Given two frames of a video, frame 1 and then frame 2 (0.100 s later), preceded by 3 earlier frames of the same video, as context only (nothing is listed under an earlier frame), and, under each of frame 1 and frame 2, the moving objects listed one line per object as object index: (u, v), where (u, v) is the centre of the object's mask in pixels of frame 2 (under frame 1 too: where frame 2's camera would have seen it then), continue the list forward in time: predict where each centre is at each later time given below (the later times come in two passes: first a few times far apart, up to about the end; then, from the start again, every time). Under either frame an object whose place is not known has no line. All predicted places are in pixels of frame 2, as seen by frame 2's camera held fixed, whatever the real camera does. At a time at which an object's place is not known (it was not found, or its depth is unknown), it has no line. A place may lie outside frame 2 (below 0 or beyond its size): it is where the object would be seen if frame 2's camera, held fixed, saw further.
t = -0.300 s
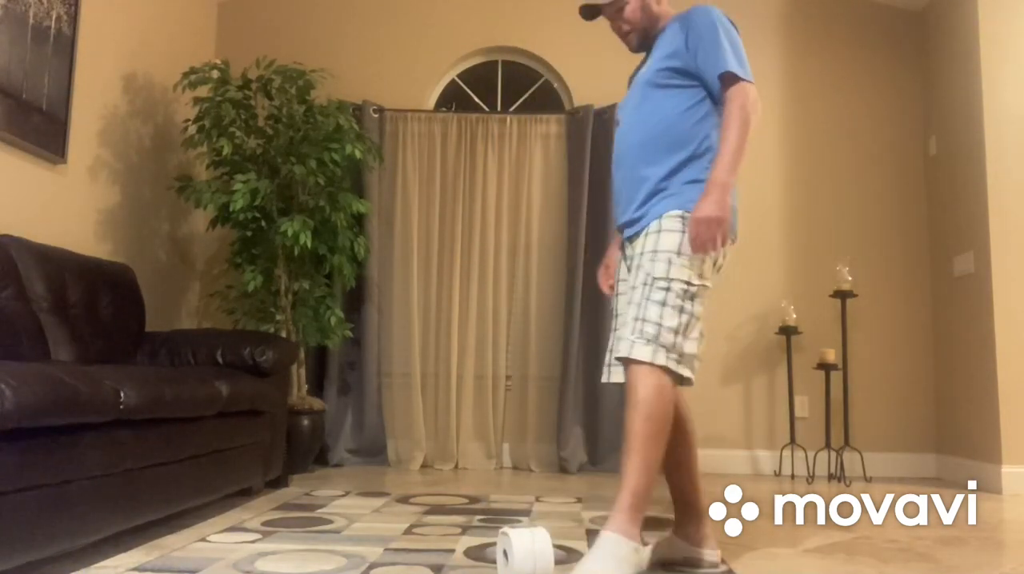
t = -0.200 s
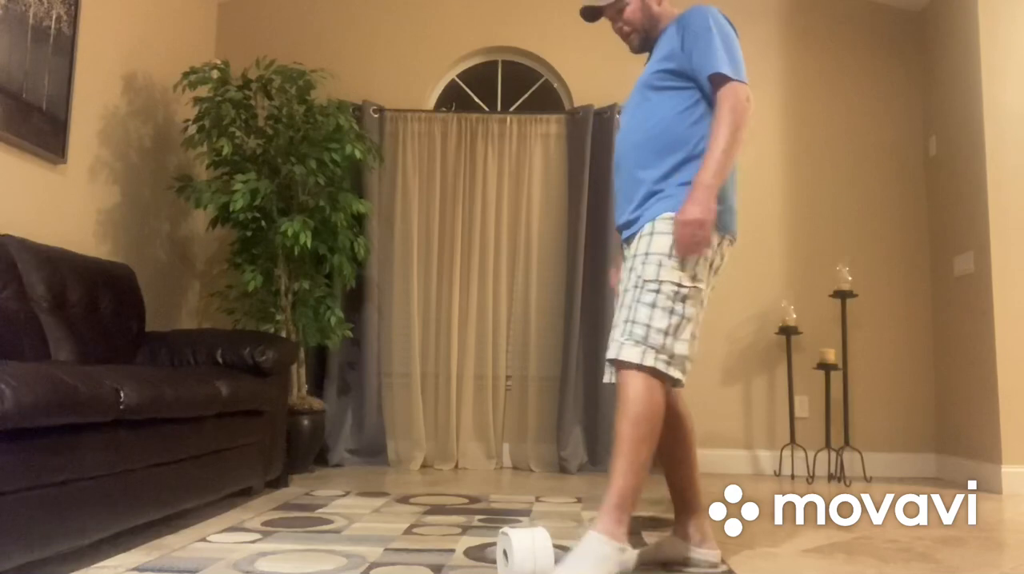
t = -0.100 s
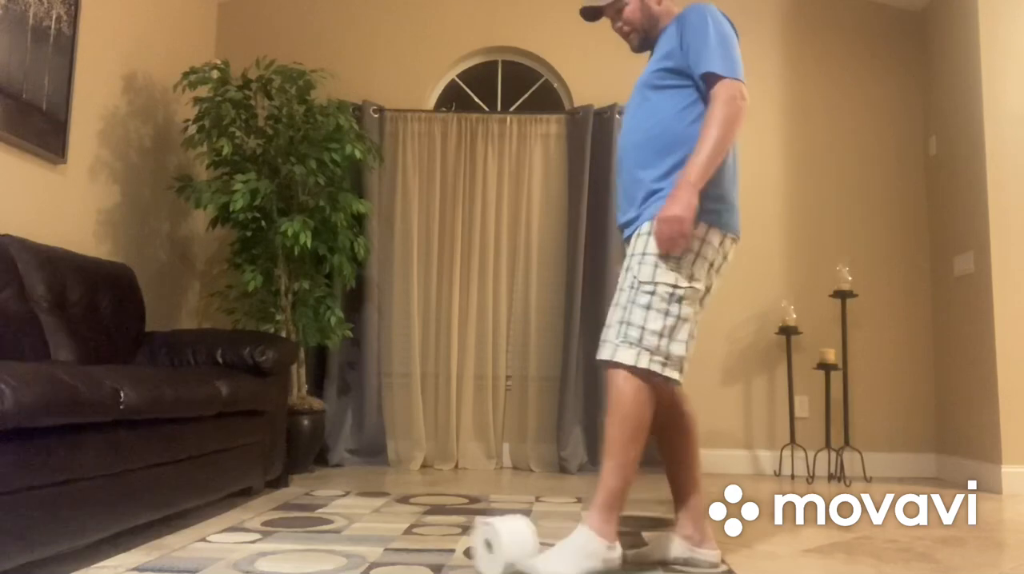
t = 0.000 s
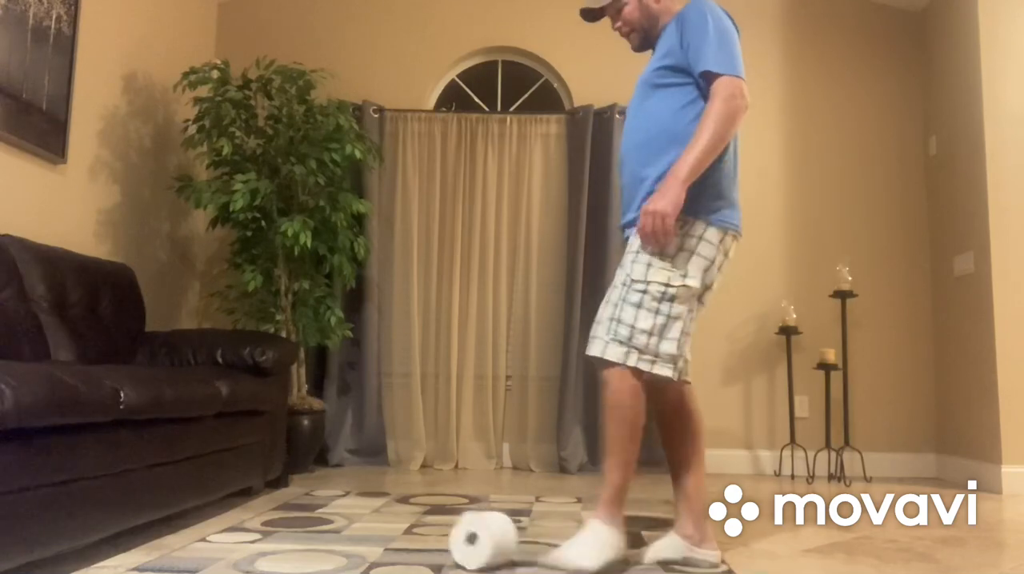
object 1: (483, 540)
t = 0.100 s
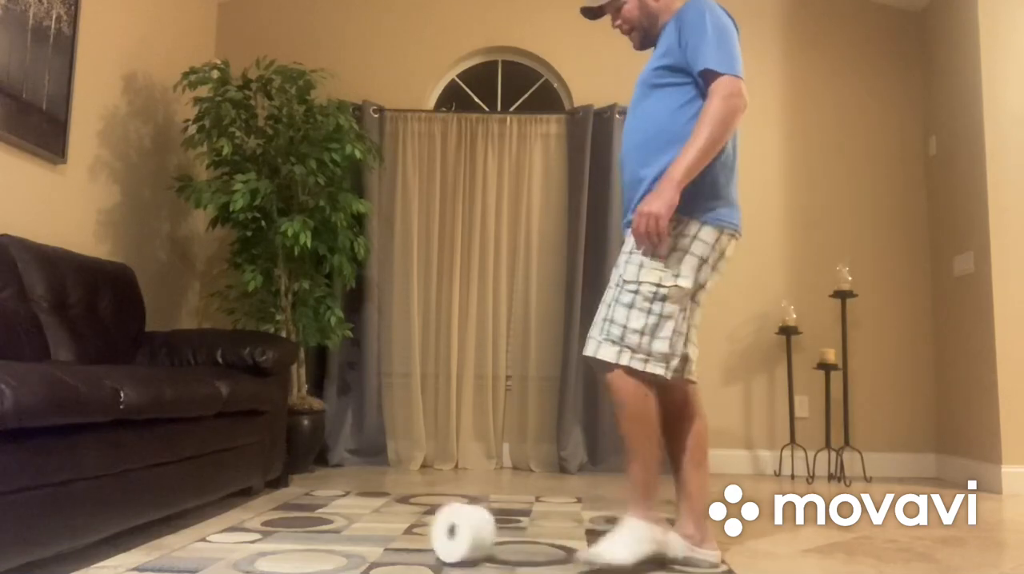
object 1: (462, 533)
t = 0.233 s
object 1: (430, 534)
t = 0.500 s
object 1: (381, 526)
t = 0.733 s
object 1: (346, 522)
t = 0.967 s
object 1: (322, 519)
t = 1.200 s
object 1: (298, 516)
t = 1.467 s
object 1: (282, 513)
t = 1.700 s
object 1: (270, 512)
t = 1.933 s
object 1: (260, 511)
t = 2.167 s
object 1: (256, 511)
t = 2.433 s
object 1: (255, 510)
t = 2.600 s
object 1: (255, 510)
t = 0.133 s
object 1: (455, 533)
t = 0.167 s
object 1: (446, 534)
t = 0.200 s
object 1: (439, 535)
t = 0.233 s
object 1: (430, 534)
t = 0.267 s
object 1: (423, 533)
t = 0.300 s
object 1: (415, 532)
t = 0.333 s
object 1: (409, 530)
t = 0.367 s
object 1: (404, 529)
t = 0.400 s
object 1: (399, 527)
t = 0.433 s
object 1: (393, 526)
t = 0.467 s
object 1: (388, 526)
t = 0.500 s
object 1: (381, 526)
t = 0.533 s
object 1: (374, 527)
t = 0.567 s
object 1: (369, 526)
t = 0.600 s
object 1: (362, 525)
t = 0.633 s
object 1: (358, 525)
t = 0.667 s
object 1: (355, 524)
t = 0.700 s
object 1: (351, 523)
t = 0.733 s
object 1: (346, 522)
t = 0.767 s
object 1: (343, 520)
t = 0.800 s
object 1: (339, 520)
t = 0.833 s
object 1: (334, 519)
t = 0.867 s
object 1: (331, 519)
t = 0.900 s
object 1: (328, 519)
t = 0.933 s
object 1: (324, 519)
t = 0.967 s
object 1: (322, 519)
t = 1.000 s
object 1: (318, 519)
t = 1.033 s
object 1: (314, 519)
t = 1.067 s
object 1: (311, 518)
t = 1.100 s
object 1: (307, 518)
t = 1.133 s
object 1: (304, 517)
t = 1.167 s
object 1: (301, 517)
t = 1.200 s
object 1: (298, 516)
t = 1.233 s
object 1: (295, 515)
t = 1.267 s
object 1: (293, 514)
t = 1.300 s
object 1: (291, 514)
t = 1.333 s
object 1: (289, 514)
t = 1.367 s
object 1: (287, 513)
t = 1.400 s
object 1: (285, 513)
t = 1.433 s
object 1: (283, 513)
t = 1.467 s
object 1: (282, 513)
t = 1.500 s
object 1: (281, 512)
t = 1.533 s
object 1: (279, 512)
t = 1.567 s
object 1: (278, 512)
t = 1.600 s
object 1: (276, 512)
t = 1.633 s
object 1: (274, 512)
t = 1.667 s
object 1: (272, 512)
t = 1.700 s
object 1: (270, 512)
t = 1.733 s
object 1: (268, 512)
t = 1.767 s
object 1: (267, 512)
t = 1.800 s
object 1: (265, 512)
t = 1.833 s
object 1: (264, 512)
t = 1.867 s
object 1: (263, 512)
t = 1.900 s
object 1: (262, 512)
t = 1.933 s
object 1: (260, 511)
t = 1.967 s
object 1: (259, 511)
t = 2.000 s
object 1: (258, 511)
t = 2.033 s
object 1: (257, 511)
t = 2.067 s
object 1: (257, 511)
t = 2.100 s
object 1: (256, 511)
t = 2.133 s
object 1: (256, 511)
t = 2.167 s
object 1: (256, 511)
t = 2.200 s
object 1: (255, 511)
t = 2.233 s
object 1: (255, 511)
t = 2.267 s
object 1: (255, 511)
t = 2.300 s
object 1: (255, 511)
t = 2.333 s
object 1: (255, 510)
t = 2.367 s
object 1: (255, 510)
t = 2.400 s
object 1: (255, 511)
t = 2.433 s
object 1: (255, 510)
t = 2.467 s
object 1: (255, 510)
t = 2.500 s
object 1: (255, 510)
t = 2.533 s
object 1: (255, 510)
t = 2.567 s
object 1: (255, 510)
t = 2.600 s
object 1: (255, 510)
